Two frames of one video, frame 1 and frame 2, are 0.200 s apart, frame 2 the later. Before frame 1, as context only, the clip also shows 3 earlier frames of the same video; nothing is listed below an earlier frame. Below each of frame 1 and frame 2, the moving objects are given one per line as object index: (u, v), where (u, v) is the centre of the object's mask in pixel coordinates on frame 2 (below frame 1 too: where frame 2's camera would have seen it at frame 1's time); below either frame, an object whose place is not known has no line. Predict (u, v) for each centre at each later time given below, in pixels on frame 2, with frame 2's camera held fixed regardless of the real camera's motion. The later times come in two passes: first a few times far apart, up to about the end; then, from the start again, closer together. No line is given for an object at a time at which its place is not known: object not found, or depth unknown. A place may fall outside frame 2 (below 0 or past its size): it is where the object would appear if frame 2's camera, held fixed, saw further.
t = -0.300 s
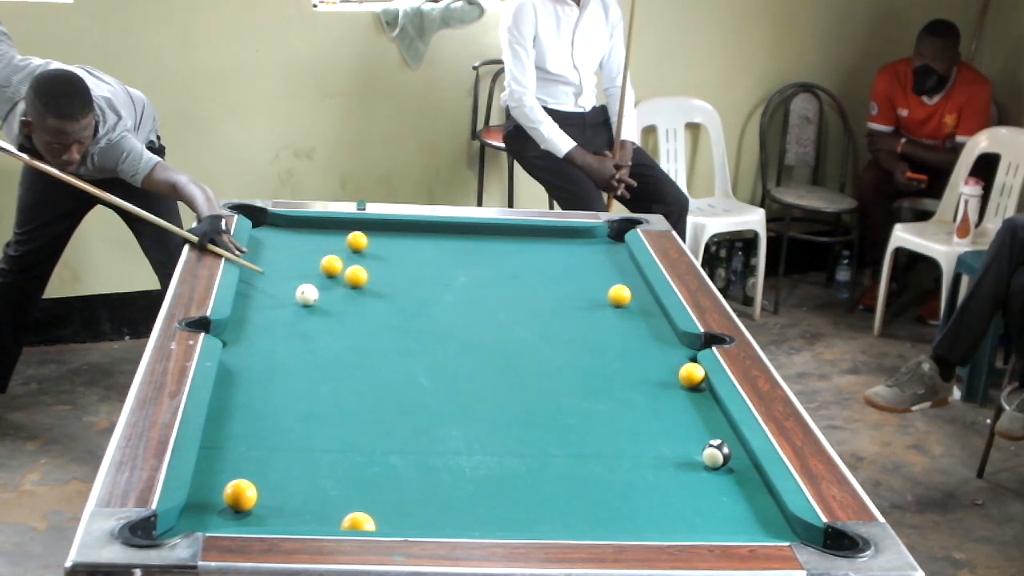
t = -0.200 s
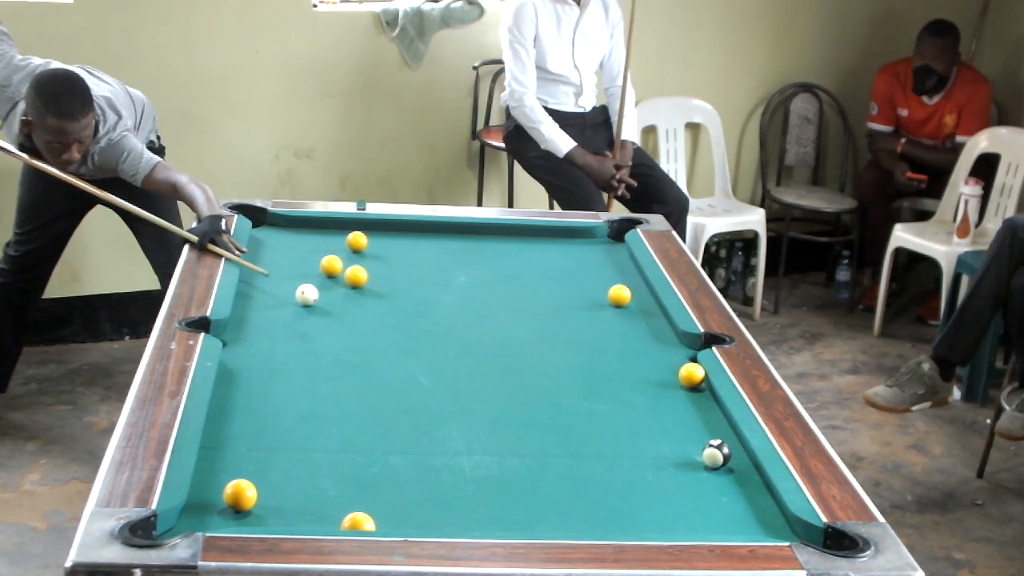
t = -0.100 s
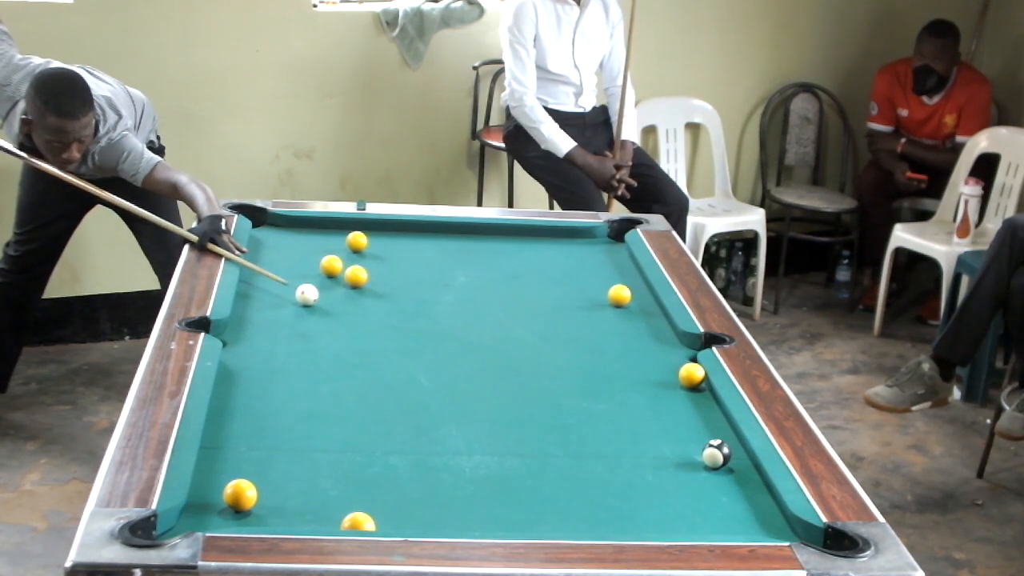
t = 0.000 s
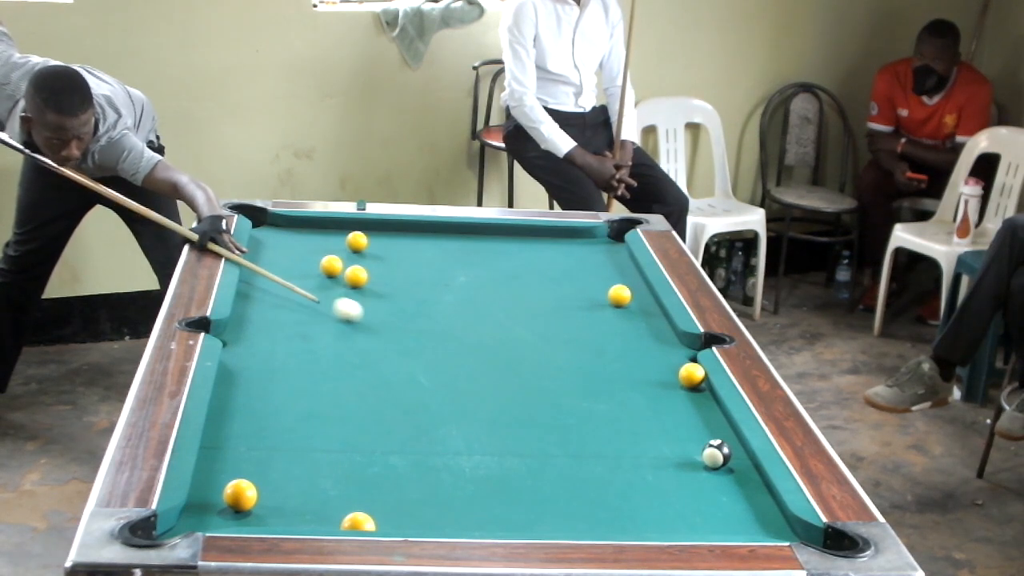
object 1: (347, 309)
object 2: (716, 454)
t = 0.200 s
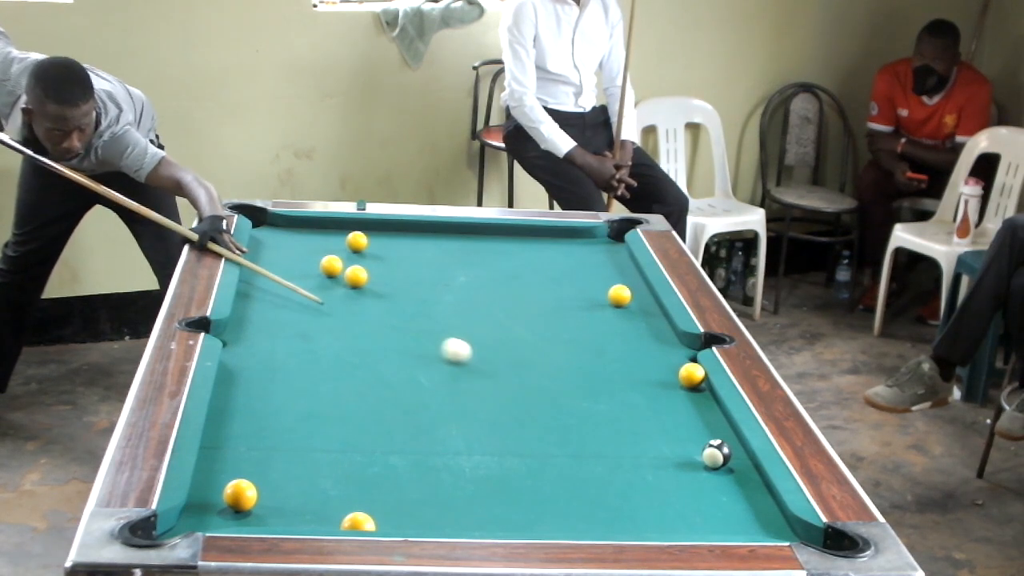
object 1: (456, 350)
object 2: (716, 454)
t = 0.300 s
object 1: (511, 371)
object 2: (716, 454)
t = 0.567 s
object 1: (675, 432)
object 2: (716, 454)
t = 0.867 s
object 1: (677, 444)
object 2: (759, 502)
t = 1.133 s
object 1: (607, 448)
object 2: (794, 532)
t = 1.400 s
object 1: (540, 452)
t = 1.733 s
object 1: (459, 457)
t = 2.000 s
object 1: (398, 462)
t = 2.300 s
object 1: (333, 466)
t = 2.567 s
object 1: (279, 469)
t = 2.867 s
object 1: (221, 472)
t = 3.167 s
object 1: (232, 473)
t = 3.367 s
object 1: (256, 476)
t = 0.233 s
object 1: (474, 357)
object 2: (716, 454)
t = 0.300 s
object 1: (511, 371)
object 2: (716, 454)
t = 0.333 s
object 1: (530, 378)
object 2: (716, 454)
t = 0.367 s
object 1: (550, 385)
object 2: (716, 454)
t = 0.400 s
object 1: (570, 393)
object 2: (716, 454)
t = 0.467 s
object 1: (611, 408)
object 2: (716, 454)
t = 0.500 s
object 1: (632, 416)
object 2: (716, 454)
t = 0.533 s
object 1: (653, 423)
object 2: (716, 454)
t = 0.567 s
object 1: (675, 432)
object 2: (716, 454)
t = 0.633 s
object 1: (714, 440)
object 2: (720, 459)
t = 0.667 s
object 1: (728, 440)
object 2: (727, 467)
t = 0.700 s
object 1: (726, 442)
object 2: (734, 474)
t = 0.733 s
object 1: (714, 442)
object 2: (739, 480)
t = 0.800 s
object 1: (694, 443)
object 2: (748, 491)
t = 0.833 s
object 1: (686, 443)
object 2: (754, 497)
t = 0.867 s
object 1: (677, 444)
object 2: (759, 502)
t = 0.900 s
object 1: (668, 444)
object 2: (768, 509)
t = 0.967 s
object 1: (651, 445)
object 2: (777, 521)
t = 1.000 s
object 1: (642, 446)
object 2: (780, 525)
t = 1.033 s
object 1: (633, 447)
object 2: (775, 530)
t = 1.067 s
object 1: (624, 447)
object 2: (785, 532)
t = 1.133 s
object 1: (607, 448)
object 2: (794, 532)
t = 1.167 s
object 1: (599, 449)
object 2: (801, 532)
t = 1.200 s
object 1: (590, 449)
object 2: (809, 533)
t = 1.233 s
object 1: (582, 450)
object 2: (813, 536)
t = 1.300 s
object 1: (565, 451)
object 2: (819, 543)
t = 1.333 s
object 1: (557, 451)
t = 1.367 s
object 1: (548, 452)
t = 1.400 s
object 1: (540, 452)
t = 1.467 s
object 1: (524, 454)
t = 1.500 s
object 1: (515, 454)
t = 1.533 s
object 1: (507, 454)
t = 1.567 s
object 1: (499, 455)
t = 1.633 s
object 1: (483, 456)
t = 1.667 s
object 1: (475, 457)
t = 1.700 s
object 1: (467, 457)
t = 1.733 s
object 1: (459, 457)
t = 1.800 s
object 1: (444, 459)
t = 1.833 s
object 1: (436, 459)
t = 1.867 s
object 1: (429, 459)
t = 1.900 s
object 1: (421, 460)
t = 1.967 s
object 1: (406, 461)
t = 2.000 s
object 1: (398, 462)
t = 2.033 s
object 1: (391, 462)
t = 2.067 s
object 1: (384, 462)
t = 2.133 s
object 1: (369, 463)
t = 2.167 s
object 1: (362, 464)
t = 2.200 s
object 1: (355, 465)
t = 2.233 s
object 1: (347, 465)
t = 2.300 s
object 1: (333, 466)
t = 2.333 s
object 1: (326, 466)
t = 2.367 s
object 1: (319, 467)
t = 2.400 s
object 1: (312, 467)
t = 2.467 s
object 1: (299, 468)
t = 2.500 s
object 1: (292, 468)
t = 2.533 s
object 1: (285, 468)
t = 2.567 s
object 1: (279, 469)
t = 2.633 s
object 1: (266, 470)
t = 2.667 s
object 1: (259, 470)
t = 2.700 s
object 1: (253, 470)
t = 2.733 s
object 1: (247, 469)
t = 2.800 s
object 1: (234, 469)
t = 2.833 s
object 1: (227, 471)
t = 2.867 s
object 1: (221, 472)
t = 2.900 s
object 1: (216, 473)
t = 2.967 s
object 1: (211, 473)
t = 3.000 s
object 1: (214, 474)
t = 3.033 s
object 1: (218, 474)
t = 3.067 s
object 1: (221, 474)
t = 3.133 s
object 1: (228, 473)
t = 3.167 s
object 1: (232, 473)
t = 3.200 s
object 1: (236, 473)
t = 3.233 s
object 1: (240, 473)
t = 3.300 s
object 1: (249, 474)
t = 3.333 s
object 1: (253, 475)
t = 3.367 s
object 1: (256, 476)
